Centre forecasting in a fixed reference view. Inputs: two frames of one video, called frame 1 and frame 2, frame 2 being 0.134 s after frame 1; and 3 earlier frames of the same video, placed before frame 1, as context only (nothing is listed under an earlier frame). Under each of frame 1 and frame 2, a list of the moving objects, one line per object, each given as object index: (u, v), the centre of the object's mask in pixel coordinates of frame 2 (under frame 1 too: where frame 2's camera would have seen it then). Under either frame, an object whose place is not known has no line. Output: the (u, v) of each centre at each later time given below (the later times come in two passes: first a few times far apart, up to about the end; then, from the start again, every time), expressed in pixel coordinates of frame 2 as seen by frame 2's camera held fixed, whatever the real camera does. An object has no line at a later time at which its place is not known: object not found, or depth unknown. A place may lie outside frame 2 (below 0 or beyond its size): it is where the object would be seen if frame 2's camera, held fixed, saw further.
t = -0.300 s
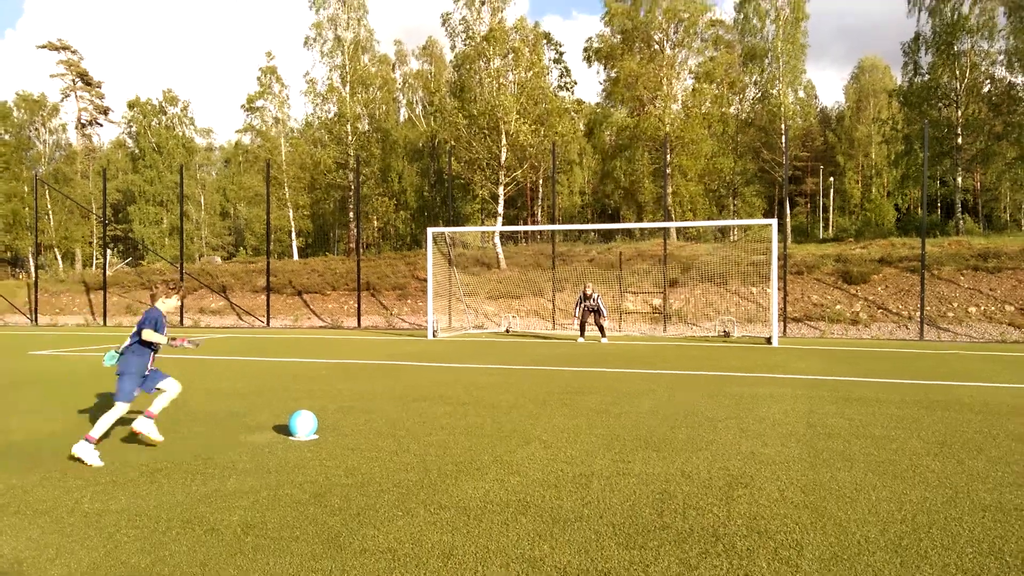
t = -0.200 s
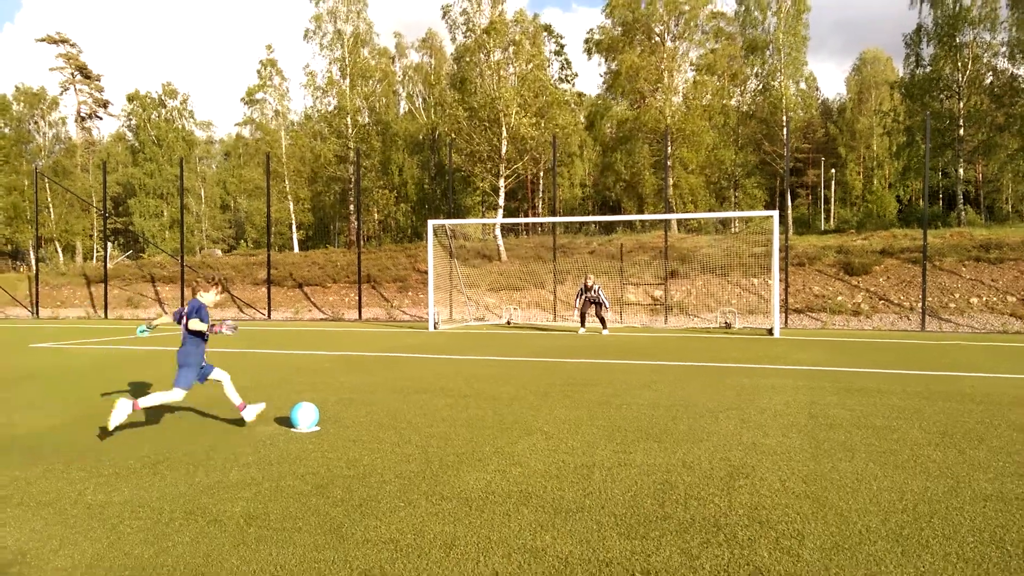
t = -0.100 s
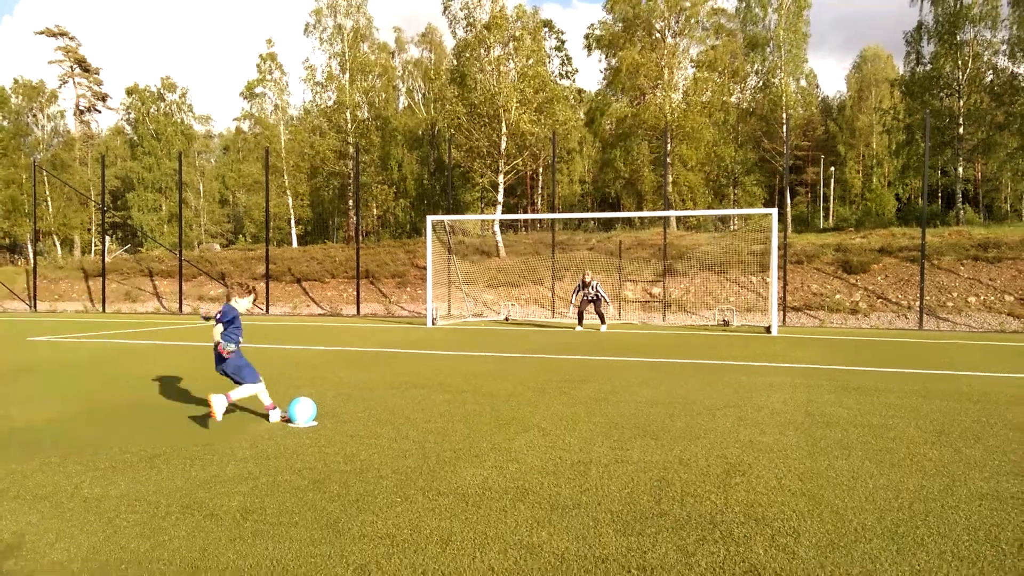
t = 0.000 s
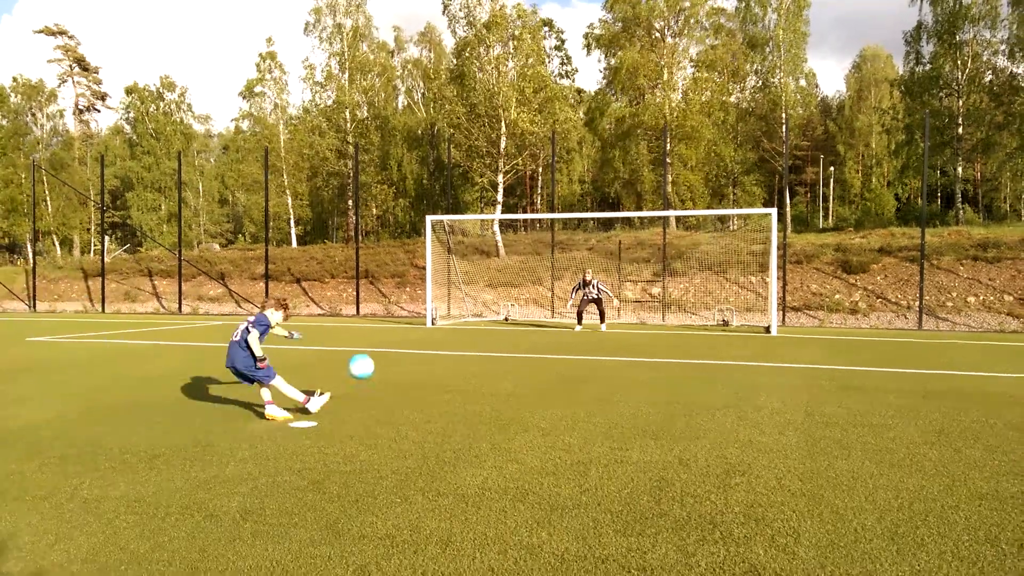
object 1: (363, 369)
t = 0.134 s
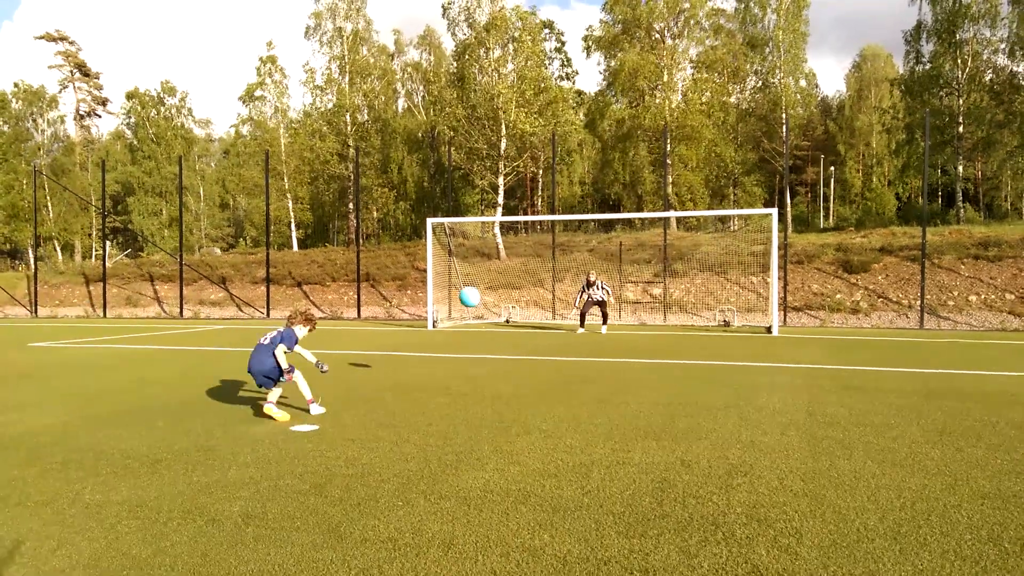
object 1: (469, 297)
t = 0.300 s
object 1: (559, 251)
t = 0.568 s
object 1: (647, 236)
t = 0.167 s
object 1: (490, 284)
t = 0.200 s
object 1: (510, 273)
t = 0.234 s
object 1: (528, 265)
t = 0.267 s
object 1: (544, 257)
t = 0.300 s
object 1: (559, 251)
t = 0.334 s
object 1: (572, 246)
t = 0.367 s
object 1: (586, 242)
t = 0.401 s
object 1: (597, 240)
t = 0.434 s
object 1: (609, 237)
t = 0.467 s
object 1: (619, 236)
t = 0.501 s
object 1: (629, 235)
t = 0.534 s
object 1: (638, 236)
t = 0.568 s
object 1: (647, 236)
